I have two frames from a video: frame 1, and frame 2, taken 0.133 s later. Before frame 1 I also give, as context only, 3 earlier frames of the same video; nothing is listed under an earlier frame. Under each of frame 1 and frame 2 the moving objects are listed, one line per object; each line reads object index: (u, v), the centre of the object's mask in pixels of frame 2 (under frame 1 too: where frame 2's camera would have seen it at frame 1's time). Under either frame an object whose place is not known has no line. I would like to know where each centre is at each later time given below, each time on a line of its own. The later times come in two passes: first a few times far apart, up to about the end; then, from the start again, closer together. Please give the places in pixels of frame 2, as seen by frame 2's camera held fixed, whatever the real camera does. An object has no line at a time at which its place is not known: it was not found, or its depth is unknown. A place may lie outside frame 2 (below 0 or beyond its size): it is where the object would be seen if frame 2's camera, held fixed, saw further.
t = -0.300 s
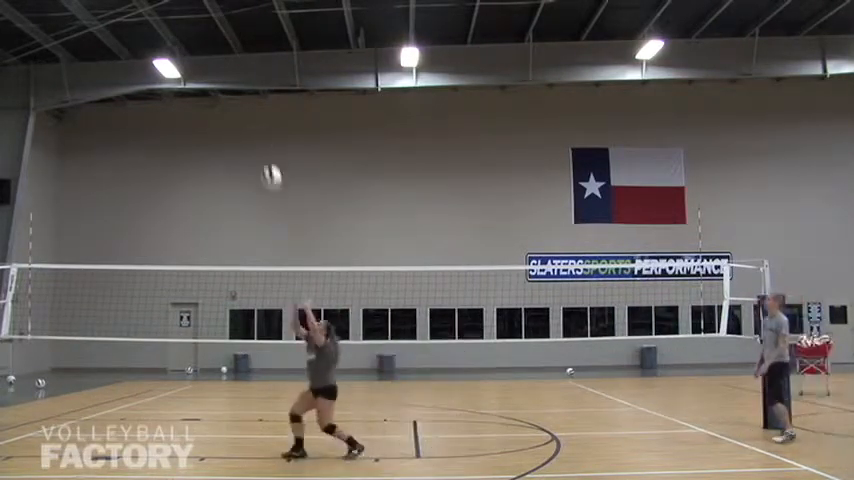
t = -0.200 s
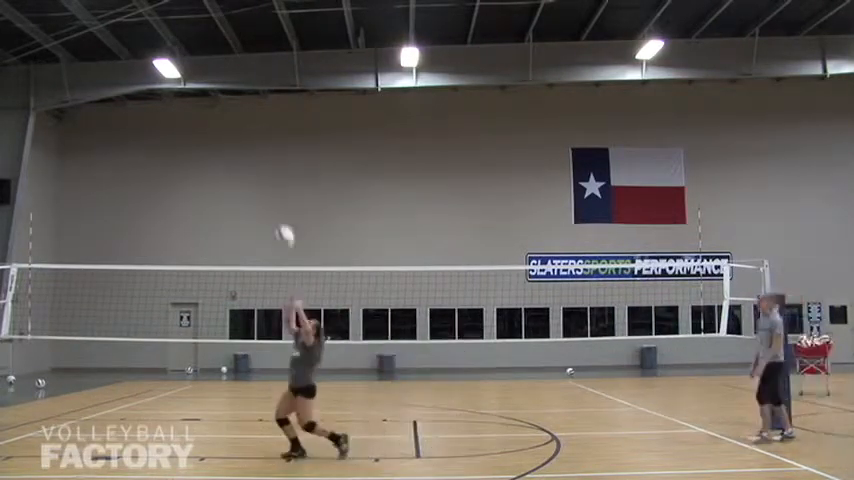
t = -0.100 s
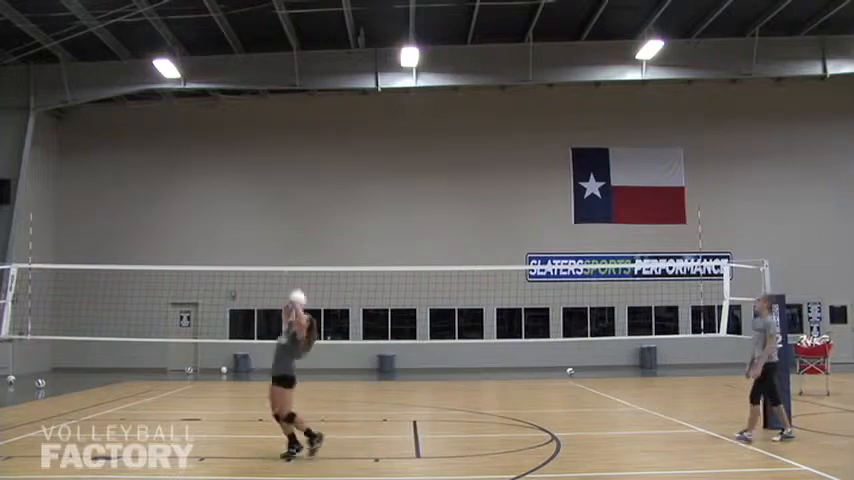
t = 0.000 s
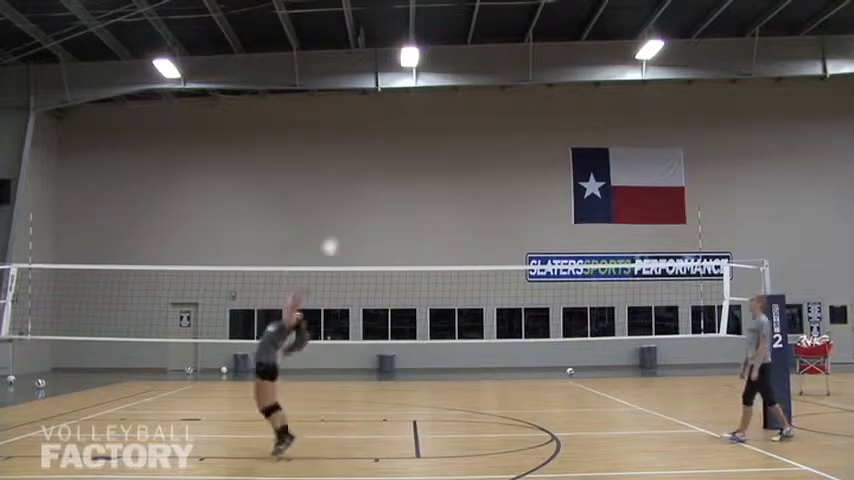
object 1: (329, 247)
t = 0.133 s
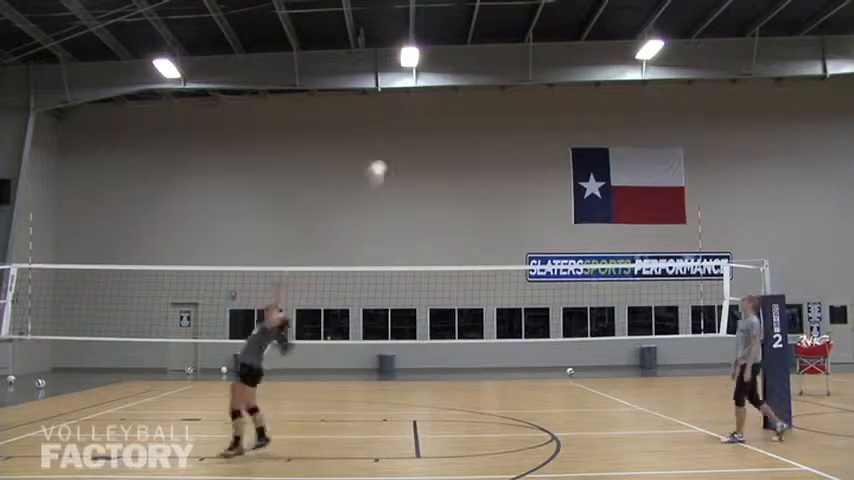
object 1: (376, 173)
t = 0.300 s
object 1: (432, 100)
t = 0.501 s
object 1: (495, 50)
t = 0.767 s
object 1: (574, 35)
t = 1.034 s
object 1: (648, 74)
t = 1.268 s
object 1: (712, 150)
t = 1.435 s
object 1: (755, 229)
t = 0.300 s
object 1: (432, 100)
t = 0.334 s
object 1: (442, 89)
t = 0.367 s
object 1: (454, 79)
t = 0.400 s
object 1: (465, 71)
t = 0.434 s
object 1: (475, 63)
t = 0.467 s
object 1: (485, 55)
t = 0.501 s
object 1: (495, 50)
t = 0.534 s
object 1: (506, 45)
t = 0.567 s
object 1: (516, 41)
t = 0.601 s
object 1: (525, 38)
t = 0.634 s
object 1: (535, 35)
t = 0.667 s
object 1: (545, 34)
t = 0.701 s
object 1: (555, 34)
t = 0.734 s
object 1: (565, 34)
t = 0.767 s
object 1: (574, 35)
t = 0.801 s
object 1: (584, 37)
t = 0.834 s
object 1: (593, 40)
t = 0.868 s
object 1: (603, 44)
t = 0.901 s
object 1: (612, 49)
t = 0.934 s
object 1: (622, 54)
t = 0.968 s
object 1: (631, 58)
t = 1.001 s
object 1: (639, 64)
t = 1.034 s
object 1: (648, 74)
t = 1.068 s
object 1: (658, 83)
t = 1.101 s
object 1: (667, 92)
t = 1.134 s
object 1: (676, 103)
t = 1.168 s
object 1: (685, 113)
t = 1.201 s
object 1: (694, 125)
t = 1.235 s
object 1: (704, 138)
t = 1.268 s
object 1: (712, 150)
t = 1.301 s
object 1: (721, 165)
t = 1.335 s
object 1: (729, 180)
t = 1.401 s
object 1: (746, 212)
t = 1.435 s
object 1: (755, 229)
